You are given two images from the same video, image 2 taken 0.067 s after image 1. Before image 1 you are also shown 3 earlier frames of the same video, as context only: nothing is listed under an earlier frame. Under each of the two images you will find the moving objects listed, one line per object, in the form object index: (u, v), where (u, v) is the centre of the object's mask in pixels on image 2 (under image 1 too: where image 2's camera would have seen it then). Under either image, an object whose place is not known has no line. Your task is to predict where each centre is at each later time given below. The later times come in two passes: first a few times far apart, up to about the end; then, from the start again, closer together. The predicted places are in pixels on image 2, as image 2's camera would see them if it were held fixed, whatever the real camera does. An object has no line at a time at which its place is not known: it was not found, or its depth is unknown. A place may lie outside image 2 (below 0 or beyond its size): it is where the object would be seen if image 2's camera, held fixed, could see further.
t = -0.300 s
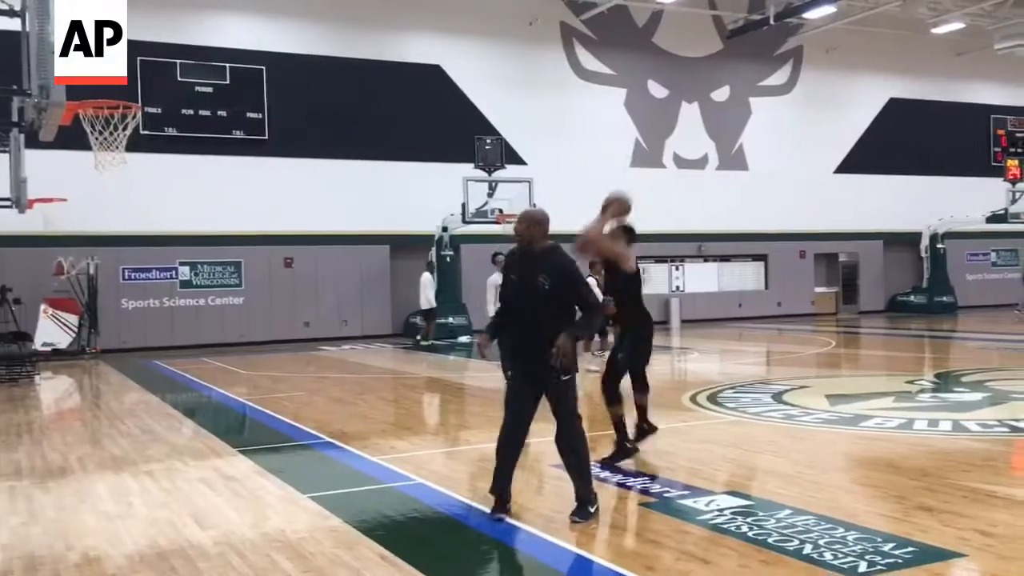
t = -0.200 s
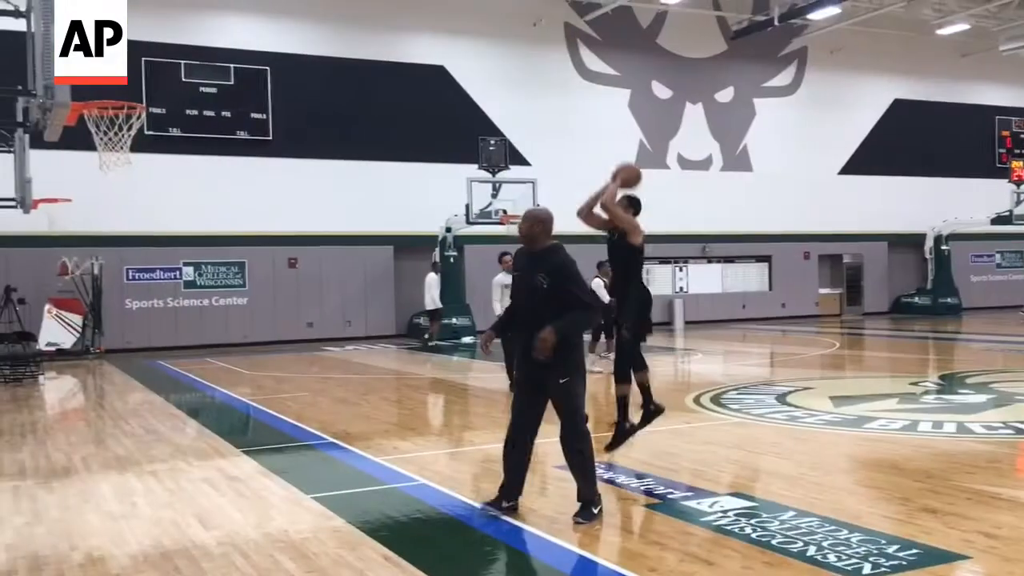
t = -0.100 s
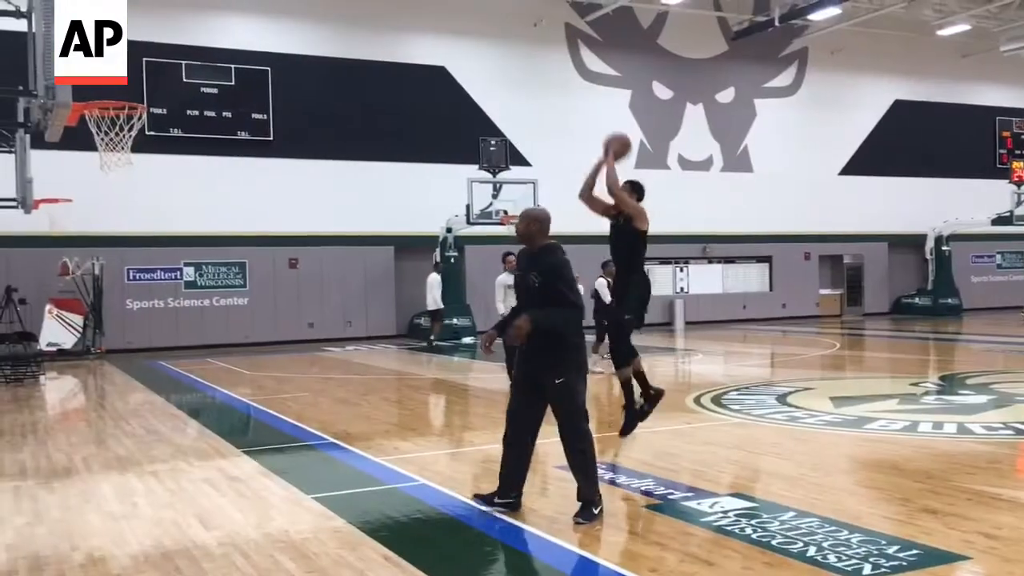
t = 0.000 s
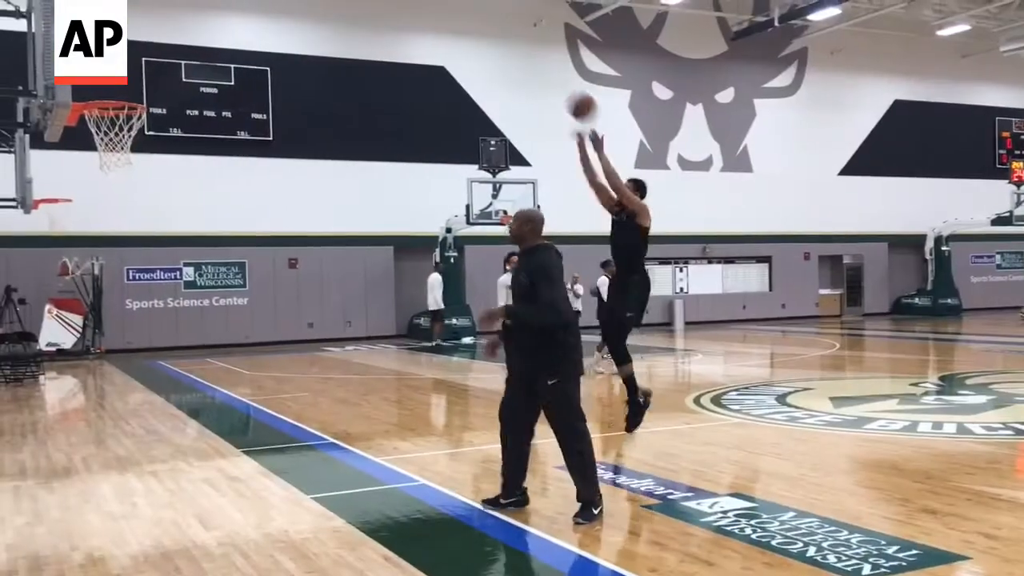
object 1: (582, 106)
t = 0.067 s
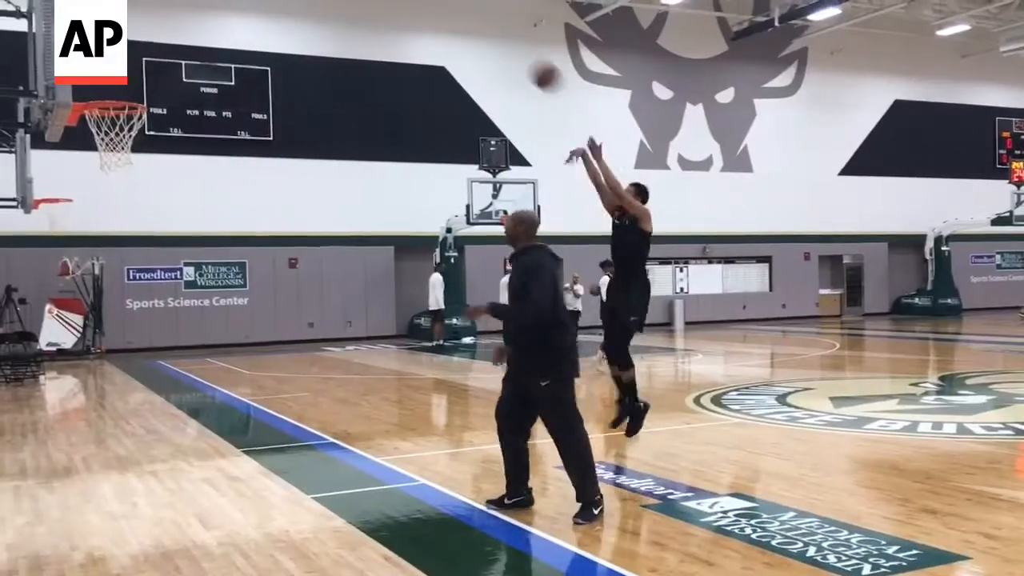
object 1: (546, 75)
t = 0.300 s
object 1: (416, 11)
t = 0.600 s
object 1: (249, 11)
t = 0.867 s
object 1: (102, 92)
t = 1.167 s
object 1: (149, 134)
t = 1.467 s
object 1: (136, 201)
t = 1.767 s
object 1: (120, 384)
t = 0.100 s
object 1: (527, 62)
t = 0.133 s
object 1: (509, 50)
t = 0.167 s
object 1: (490, 39)
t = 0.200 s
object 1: (471, 29)
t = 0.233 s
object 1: (453, 20)
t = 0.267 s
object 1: (435, 14)
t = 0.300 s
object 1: (416, 11)
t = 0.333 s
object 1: (398, 9)
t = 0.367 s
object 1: (380, 8)
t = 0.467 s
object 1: (325, 6)
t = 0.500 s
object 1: (305, 6)
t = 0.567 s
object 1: (268, 8)
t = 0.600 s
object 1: (249, 11)
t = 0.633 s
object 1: (230, 15)
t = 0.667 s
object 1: (212, 24)
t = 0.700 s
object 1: (194, 32)
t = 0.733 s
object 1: (175, 44)
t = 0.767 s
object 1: (156, 57)
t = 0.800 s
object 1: (142, 68)
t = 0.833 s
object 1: (119, 90)
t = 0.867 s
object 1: (102, 92)
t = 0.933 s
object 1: (134, 128)
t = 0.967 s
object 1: (142, 136)
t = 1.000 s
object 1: (149, 141)
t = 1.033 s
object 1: (151, 137)
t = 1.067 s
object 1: (150, 134)
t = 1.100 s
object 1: (149, 133)
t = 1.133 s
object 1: (149, 133)
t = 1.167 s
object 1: (149, 134)
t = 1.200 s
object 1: (150, 138)
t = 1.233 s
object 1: (147, 140)
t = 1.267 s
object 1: (145, 144)
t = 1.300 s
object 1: (146, 152)
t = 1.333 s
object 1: (144, 157)
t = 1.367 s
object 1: (142, 165)
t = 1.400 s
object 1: (140, 175)
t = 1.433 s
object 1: (138, 187)
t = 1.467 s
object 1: (136, 201)
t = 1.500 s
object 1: (134, 216)
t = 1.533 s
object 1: (132, 233)
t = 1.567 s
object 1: (131, 250)
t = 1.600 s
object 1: (129, 269)
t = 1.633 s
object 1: (127, 291)
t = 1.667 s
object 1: (125, 312)
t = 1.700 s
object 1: (123, 334)
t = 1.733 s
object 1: (123, 362)
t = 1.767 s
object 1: (120, 384)
